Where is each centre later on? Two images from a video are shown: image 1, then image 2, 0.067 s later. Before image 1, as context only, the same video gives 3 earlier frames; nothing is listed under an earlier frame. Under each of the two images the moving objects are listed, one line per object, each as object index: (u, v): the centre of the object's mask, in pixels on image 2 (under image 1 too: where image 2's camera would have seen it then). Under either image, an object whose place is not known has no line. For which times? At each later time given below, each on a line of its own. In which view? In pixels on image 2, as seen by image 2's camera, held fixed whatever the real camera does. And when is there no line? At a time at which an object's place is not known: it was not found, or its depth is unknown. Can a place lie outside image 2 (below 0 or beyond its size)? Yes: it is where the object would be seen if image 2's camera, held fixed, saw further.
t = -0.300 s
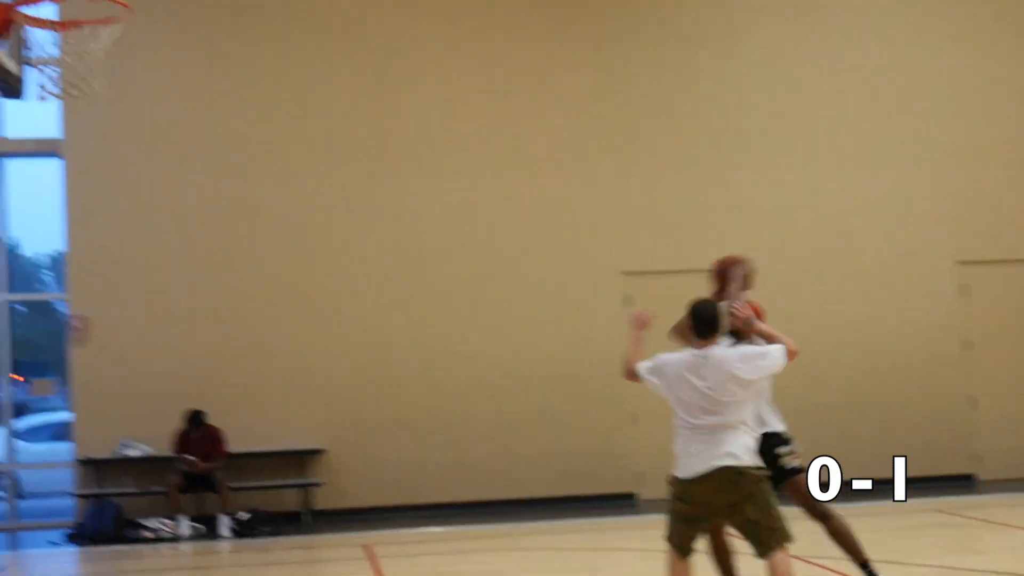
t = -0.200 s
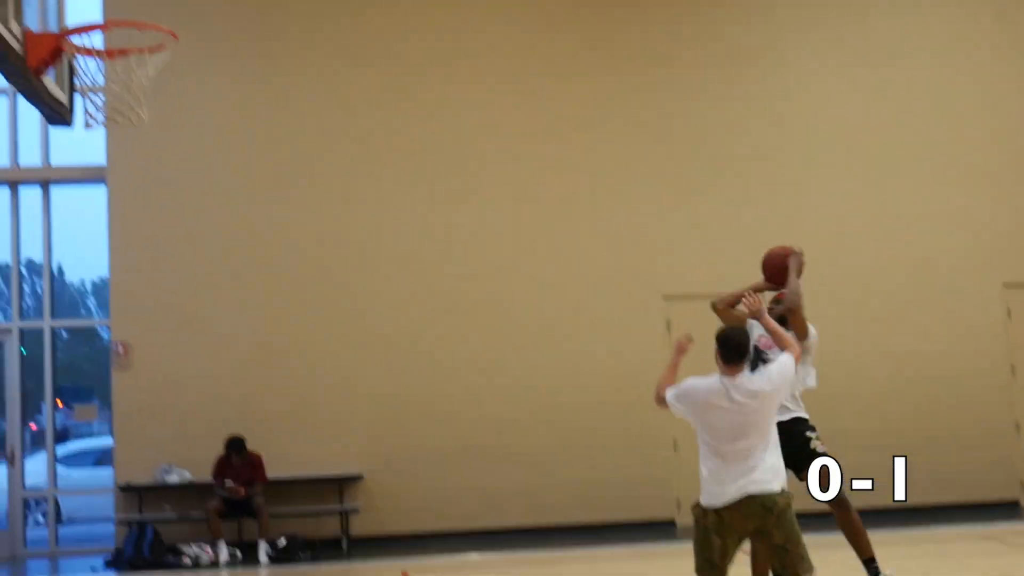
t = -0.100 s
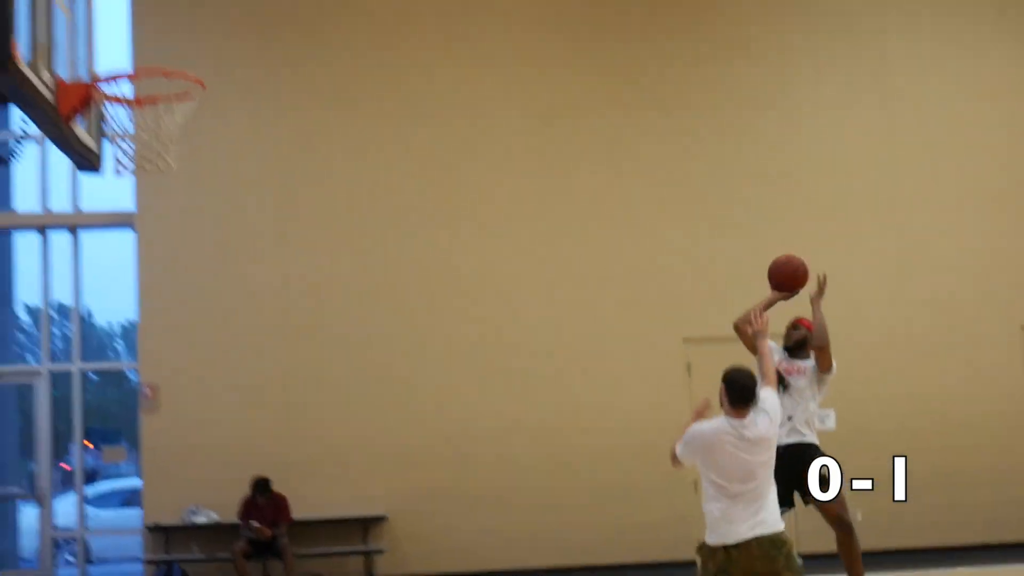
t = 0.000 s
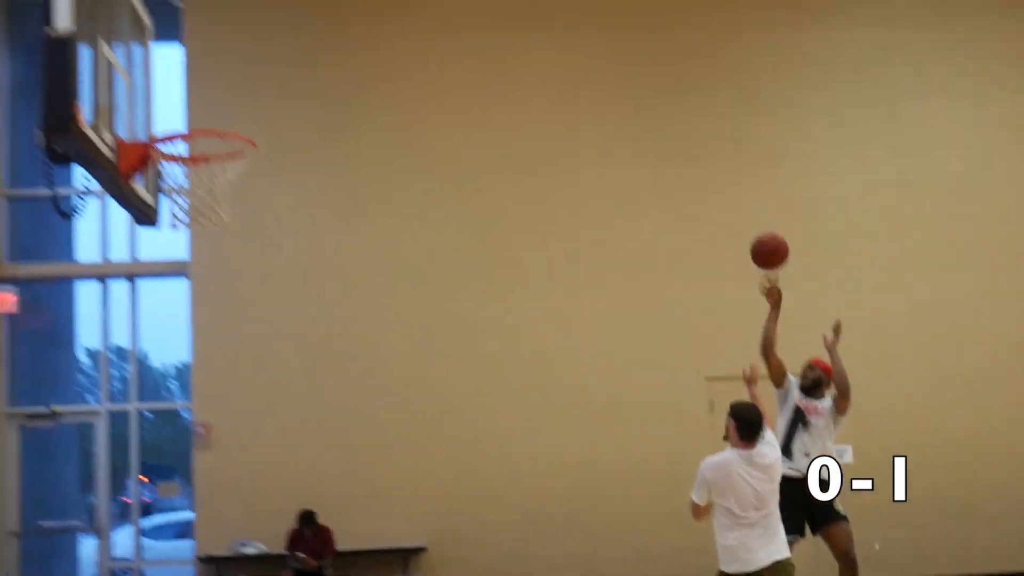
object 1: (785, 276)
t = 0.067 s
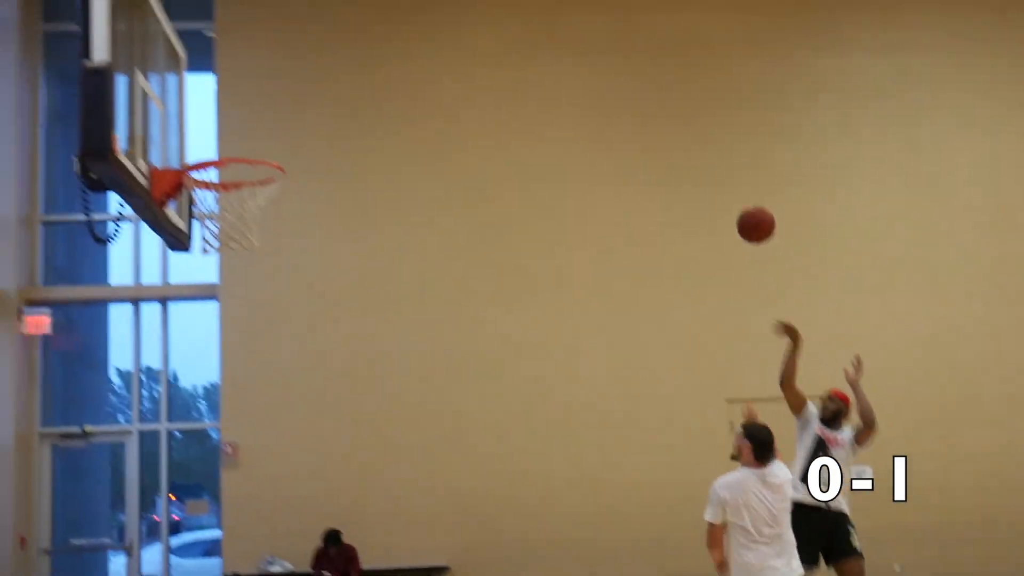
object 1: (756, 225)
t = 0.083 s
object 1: (748, 213)
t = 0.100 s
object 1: (739, 201)
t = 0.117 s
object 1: (730, 191)
